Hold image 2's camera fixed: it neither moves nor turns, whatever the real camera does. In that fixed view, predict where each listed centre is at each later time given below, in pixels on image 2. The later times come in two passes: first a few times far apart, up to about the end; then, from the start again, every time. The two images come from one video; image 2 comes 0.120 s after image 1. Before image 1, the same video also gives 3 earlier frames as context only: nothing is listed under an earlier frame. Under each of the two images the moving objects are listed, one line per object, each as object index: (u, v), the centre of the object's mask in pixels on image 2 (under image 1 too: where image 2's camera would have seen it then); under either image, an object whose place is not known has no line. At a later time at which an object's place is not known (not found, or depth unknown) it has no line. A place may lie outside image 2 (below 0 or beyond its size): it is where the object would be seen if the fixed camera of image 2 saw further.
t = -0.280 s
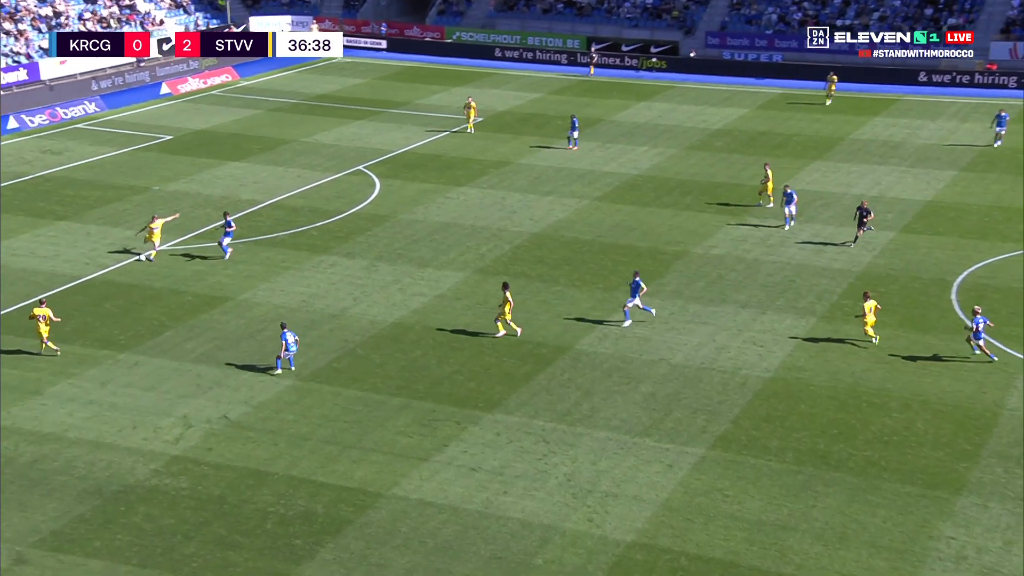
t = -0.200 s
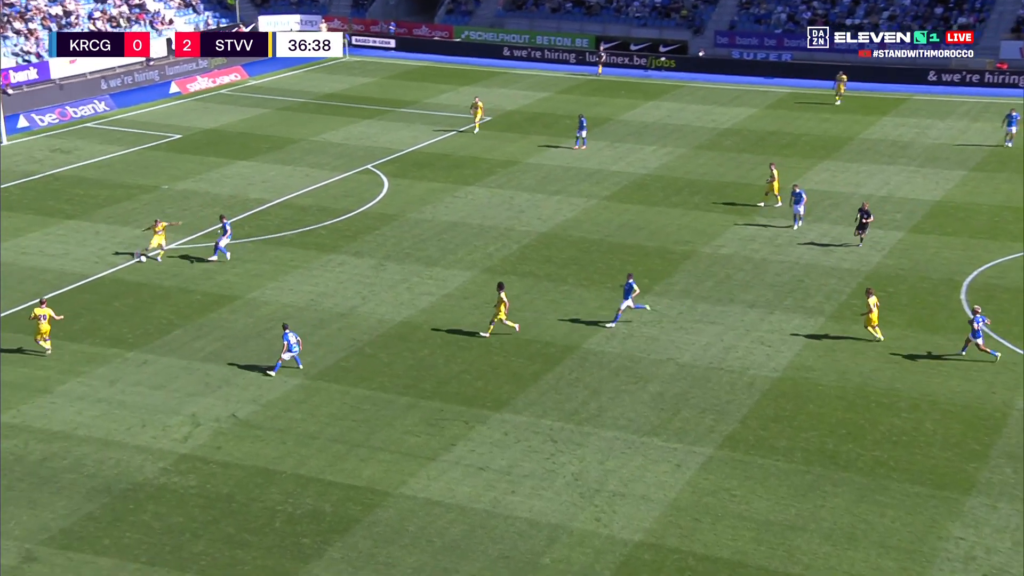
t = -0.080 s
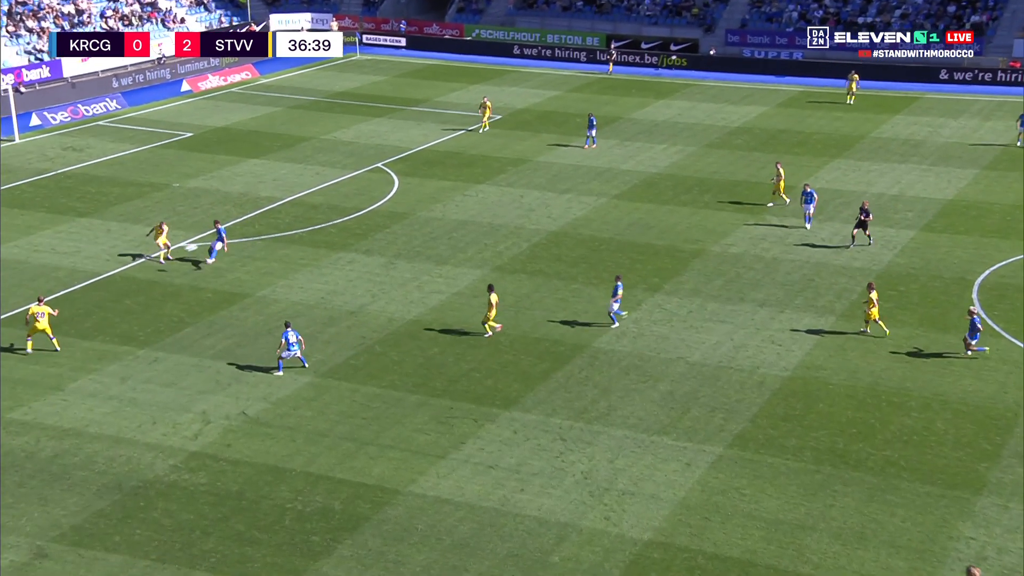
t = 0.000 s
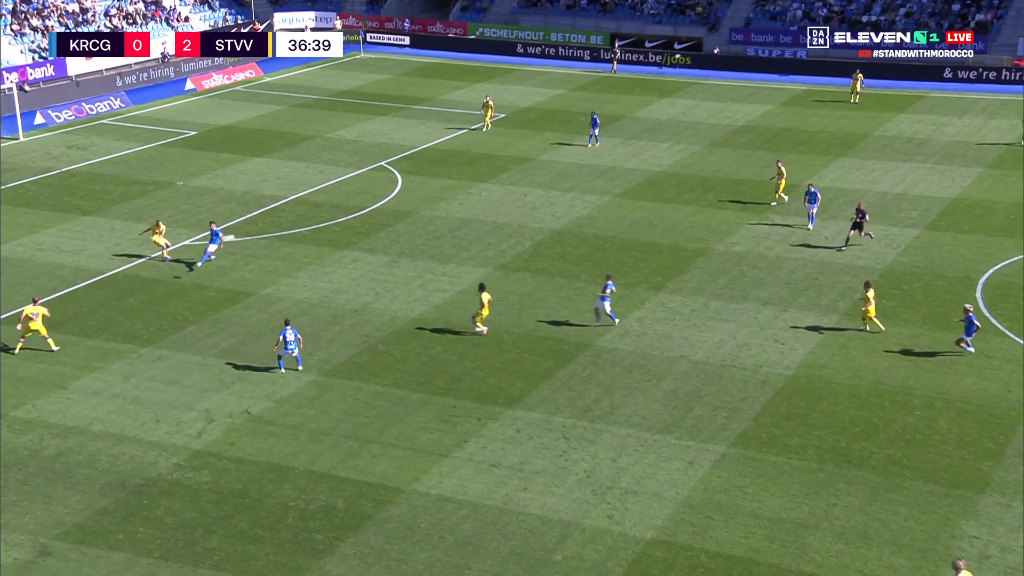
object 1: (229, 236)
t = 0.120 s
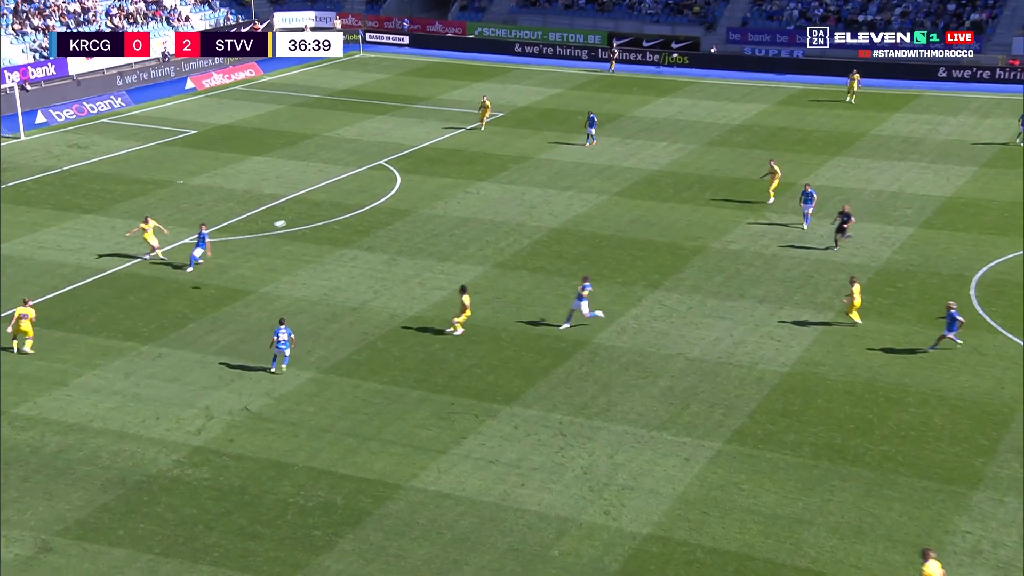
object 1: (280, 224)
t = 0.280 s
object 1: (349, 207)
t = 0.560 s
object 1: (472, 180)
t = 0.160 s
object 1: (297, 219)
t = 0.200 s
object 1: (314, 215)
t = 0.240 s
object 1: (332, 211)
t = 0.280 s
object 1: (349, 207)
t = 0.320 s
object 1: (367, 203)
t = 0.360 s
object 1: (385, 199)
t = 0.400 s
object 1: (402, 195)
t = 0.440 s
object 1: (419, 191)
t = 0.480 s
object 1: (437, 187)
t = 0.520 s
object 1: (455, 184)
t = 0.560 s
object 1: (472, 180)
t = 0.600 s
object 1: (490, 177)
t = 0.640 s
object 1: (508, 174)
